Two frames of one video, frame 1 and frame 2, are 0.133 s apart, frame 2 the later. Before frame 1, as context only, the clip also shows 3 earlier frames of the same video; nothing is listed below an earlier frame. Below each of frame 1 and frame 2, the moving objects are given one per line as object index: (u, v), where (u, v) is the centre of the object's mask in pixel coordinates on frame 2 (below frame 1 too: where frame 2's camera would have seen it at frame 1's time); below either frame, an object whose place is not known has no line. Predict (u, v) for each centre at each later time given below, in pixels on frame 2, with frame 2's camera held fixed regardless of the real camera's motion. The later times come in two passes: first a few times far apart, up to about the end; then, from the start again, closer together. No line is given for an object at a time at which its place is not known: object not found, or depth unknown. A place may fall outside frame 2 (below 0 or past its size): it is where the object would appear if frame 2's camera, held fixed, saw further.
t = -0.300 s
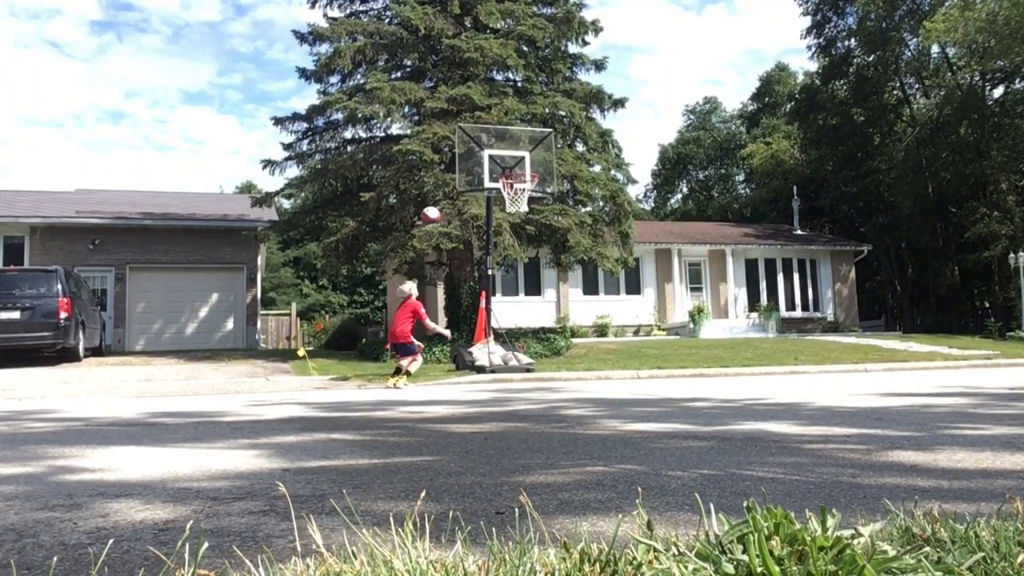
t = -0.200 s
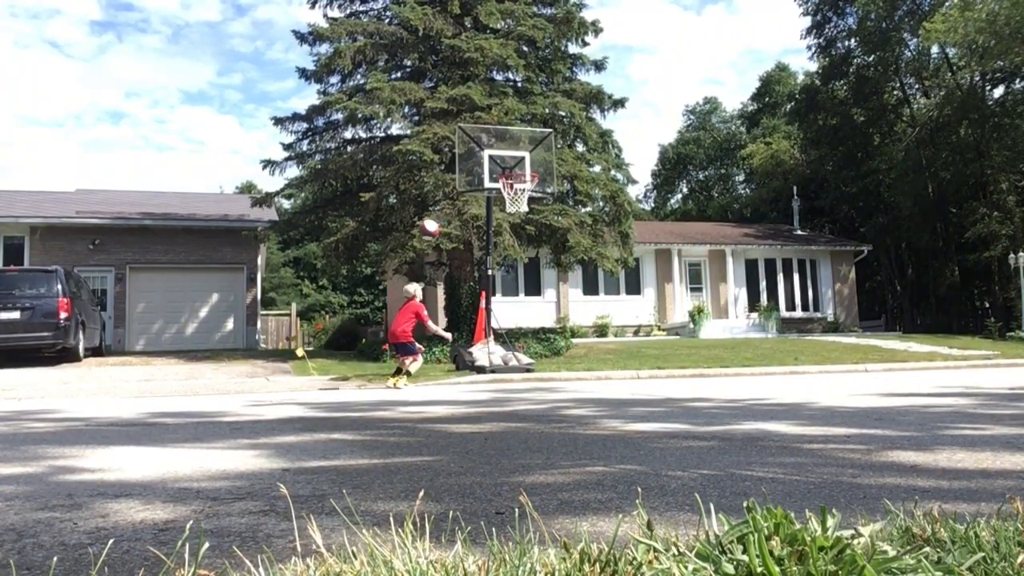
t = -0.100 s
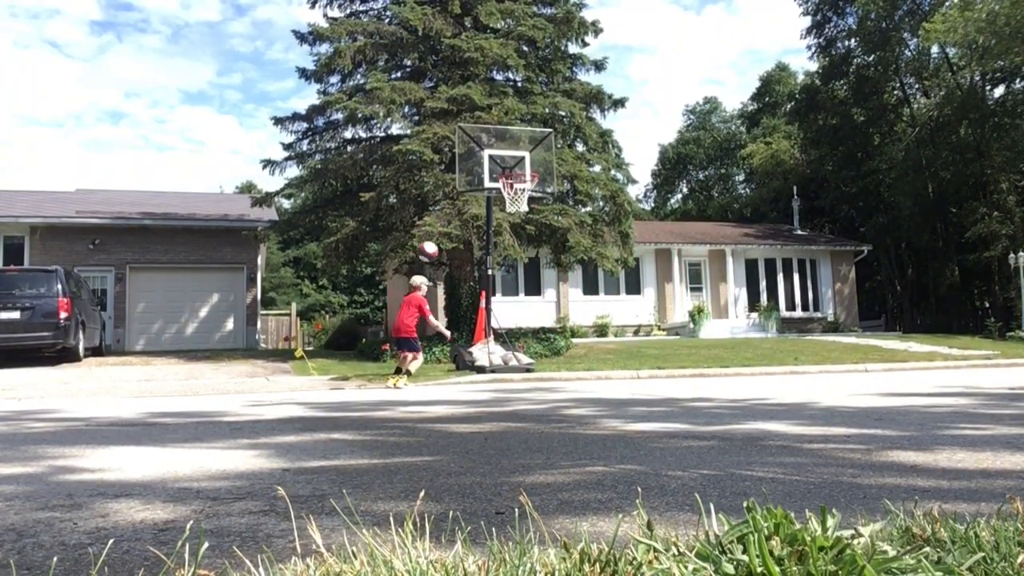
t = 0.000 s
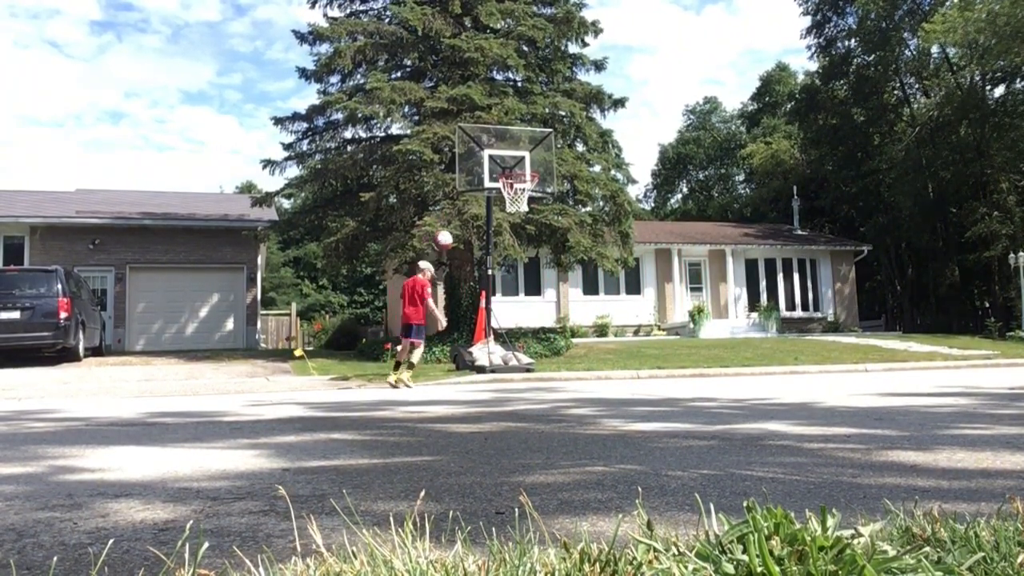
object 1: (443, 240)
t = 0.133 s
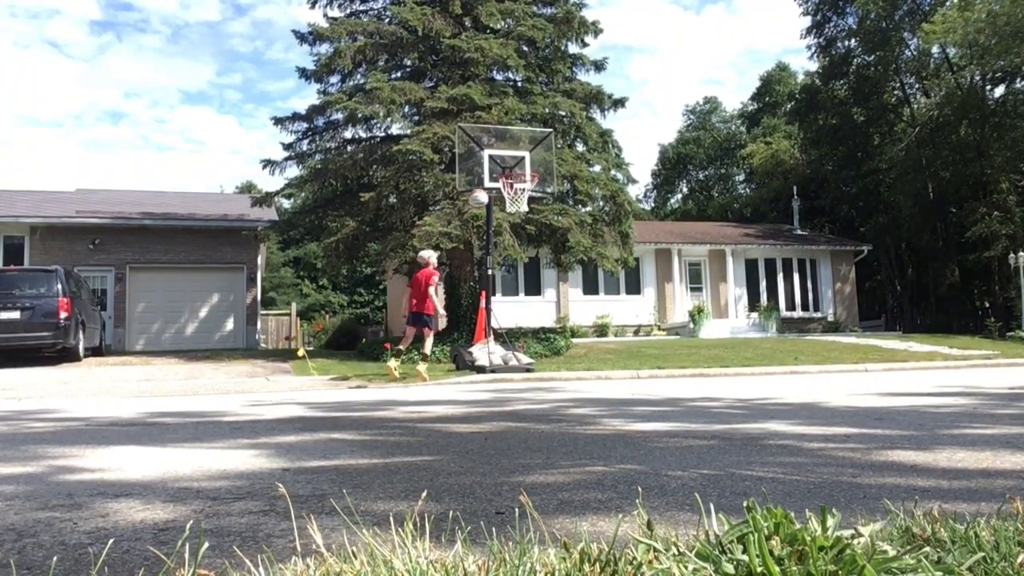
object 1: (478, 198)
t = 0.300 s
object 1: (521, 170)
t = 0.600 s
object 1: (596, 178)
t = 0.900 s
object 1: (676, 265)
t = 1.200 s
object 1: (746, 335)
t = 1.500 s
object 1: (795, 258)
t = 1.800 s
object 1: (851, 266)
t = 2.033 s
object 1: (898, 327)
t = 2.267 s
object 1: (942, 326)
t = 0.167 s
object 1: (487, 191)
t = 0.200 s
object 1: (496, 183)
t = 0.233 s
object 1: (506, 174)
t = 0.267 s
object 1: (514, 171)
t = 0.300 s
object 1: (521, 170)
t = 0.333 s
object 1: (532, 166)
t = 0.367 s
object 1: (540, 164)
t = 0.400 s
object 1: (547, 164)
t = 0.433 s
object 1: (556, 165)
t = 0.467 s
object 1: (564, 166)
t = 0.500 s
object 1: (573, 168)
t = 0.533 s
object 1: (581, 171)
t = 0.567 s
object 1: (591, 174)
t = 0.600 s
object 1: (596, 178)
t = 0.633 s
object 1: (607, 184)
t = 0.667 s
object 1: (616, 193)
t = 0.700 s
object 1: (623, 201)
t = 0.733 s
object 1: (634, 207)
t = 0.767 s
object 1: (642, 217)
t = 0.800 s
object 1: (650, 228)
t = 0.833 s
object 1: (659, 239)
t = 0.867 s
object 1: (667, 251)
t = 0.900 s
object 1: (676, 265)
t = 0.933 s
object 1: (684, 281)
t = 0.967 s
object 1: (693, 296)
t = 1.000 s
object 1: (700, 312)
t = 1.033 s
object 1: (710, 329)
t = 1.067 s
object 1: (719, 346)
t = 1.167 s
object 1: (740, 346)
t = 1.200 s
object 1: (746, 335)
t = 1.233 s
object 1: (751, 320)
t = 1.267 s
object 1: (757, 309)
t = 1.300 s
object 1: (762, 298)
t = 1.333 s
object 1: (767, 289)
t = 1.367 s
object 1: (773, 281)
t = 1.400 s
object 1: (778, 273)
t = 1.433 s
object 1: (784, 267)
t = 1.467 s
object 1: (791, 262)
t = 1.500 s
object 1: (795, 258)
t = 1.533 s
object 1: (803, 254)
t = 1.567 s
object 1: (808, 252)
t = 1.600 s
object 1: (814, 251)
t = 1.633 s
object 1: (820, 251)
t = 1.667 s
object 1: (826, 252)
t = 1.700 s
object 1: (833, 254)
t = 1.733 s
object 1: (839, 257)
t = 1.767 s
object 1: (844, 261)
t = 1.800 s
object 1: (851, 266)
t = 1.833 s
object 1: (858, 271)
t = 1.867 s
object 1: (865, 278)
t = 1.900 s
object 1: (870, 286)
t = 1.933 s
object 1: (877, 295)
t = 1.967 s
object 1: (884, 305)
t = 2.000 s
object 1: (891, 316)
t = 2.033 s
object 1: (898, 327)
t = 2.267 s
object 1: (942, 326)
